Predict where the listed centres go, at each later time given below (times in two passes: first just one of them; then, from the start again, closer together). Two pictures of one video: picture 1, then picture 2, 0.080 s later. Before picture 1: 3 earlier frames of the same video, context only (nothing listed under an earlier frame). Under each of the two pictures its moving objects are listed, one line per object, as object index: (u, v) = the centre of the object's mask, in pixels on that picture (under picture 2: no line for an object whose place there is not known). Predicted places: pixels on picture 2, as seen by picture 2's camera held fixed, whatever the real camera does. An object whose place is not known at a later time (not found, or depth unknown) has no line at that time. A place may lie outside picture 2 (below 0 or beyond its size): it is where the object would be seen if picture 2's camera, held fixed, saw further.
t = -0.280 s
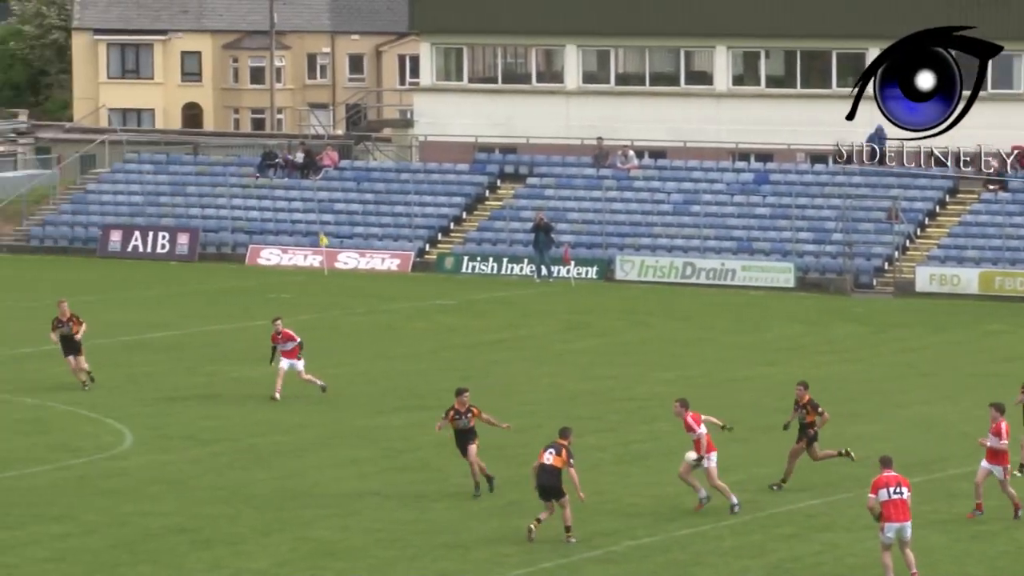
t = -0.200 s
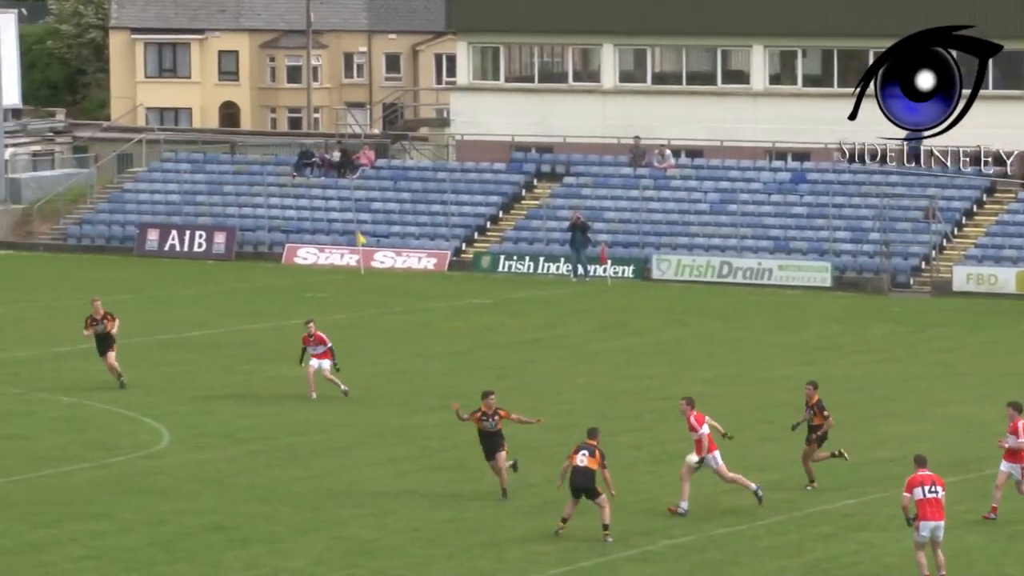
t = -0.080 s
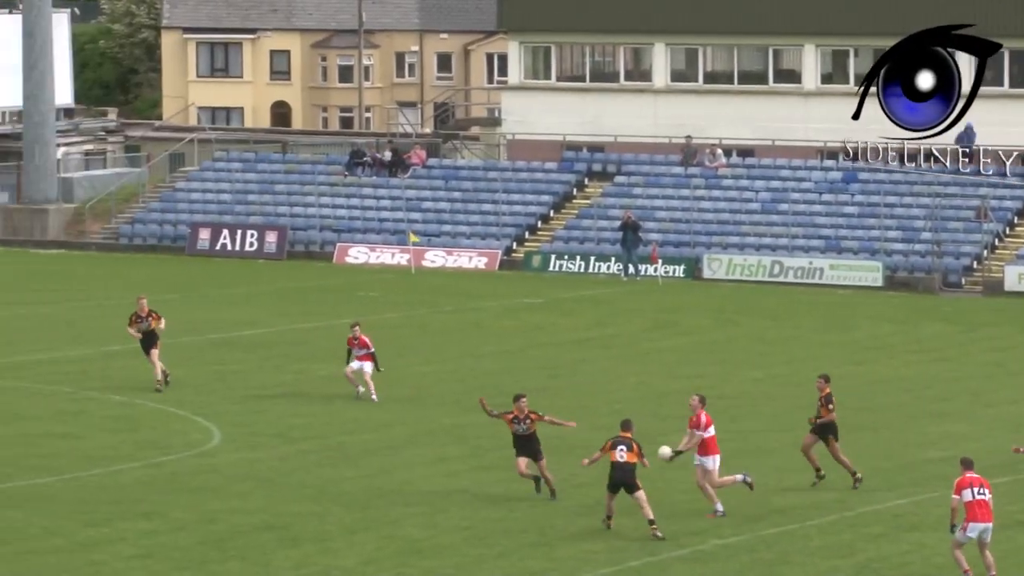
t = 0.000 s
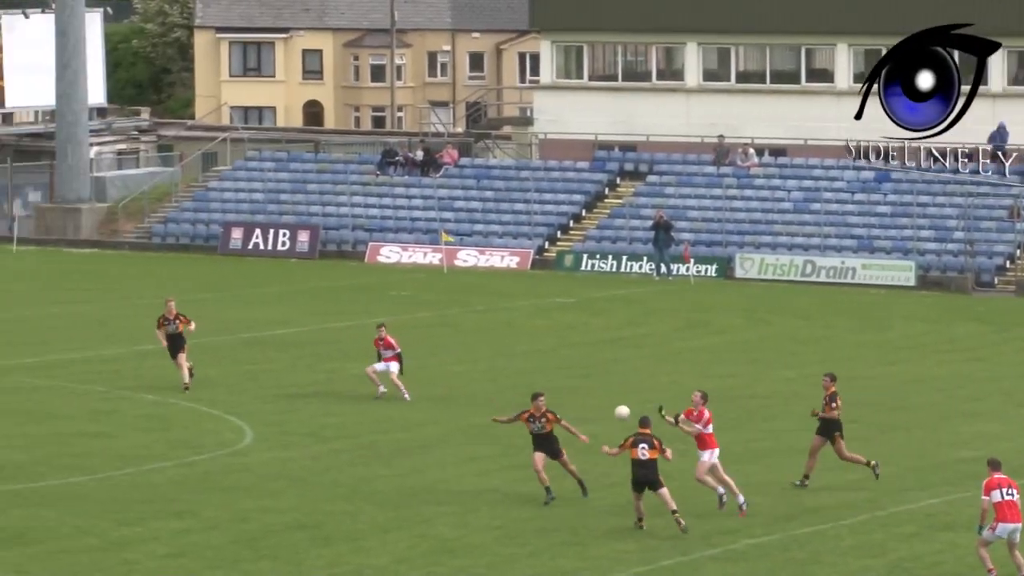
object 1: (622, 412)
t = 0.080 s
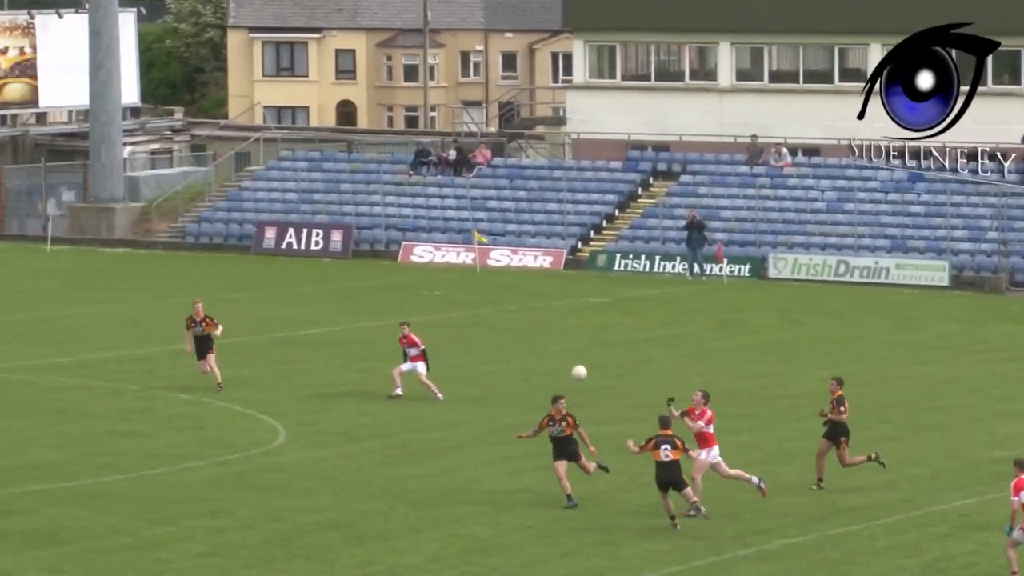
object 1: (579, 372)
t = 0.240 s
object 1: (426, 307)
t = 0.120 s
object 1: (541, 354)
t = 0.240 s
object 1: (426, 307)
